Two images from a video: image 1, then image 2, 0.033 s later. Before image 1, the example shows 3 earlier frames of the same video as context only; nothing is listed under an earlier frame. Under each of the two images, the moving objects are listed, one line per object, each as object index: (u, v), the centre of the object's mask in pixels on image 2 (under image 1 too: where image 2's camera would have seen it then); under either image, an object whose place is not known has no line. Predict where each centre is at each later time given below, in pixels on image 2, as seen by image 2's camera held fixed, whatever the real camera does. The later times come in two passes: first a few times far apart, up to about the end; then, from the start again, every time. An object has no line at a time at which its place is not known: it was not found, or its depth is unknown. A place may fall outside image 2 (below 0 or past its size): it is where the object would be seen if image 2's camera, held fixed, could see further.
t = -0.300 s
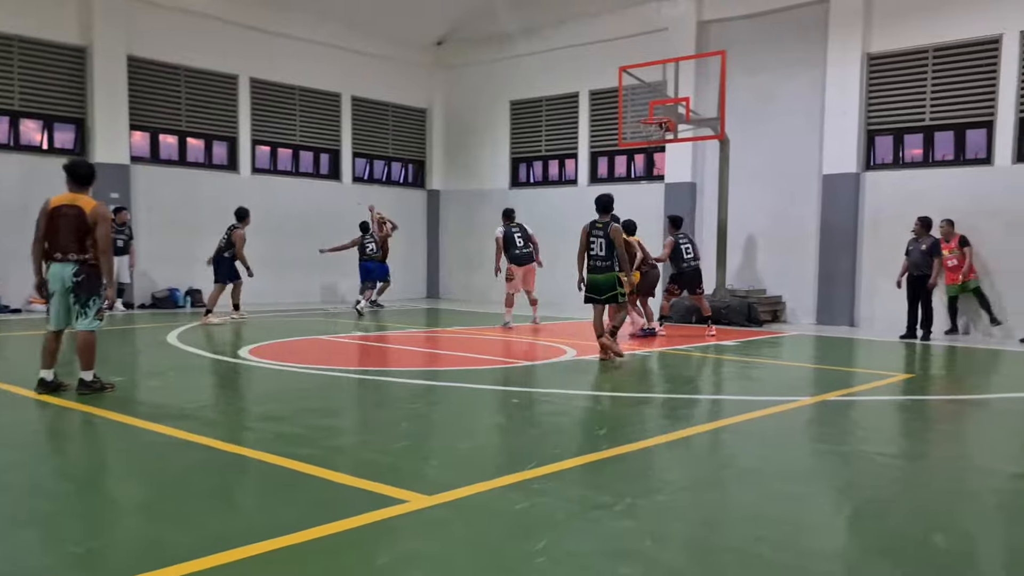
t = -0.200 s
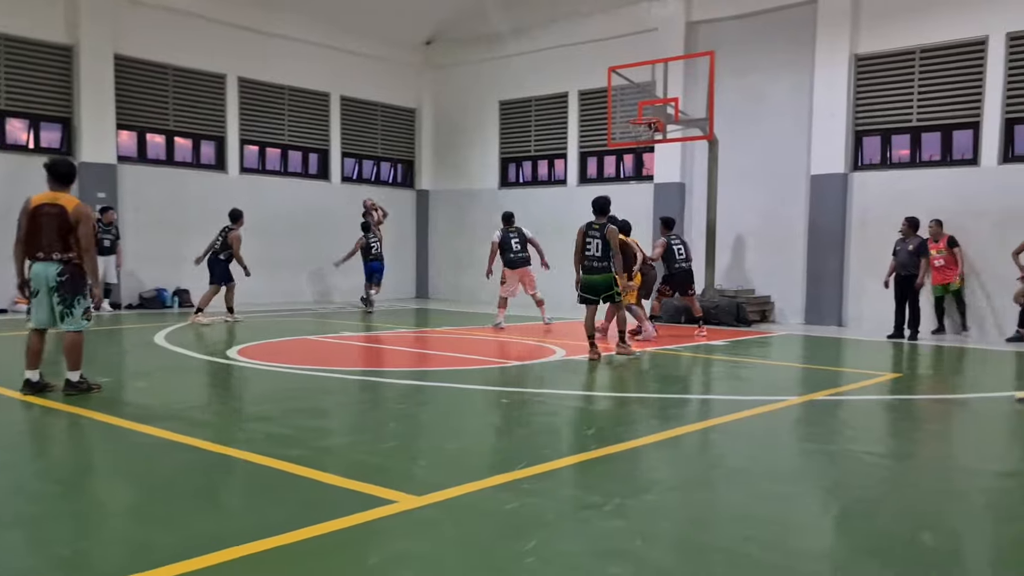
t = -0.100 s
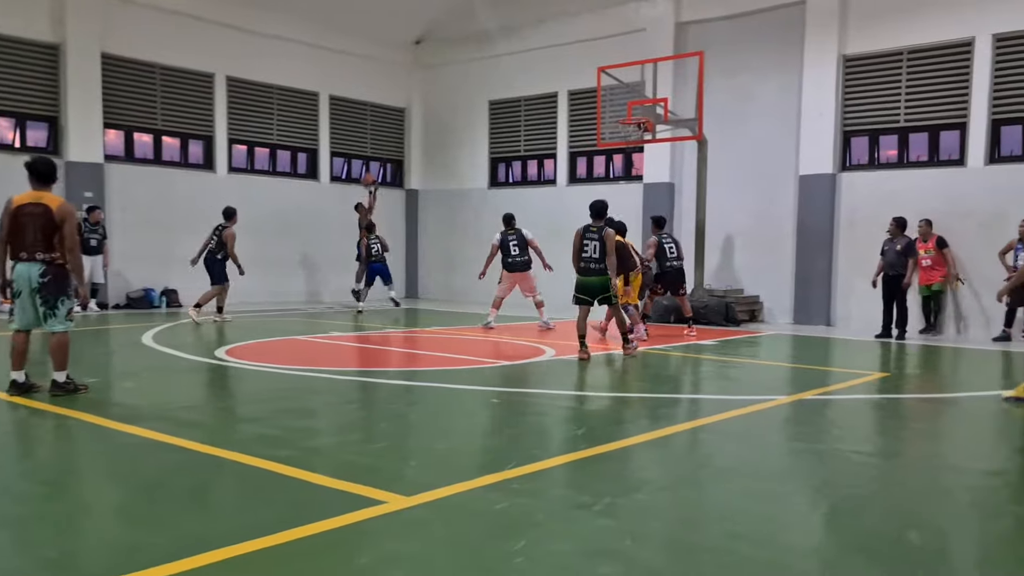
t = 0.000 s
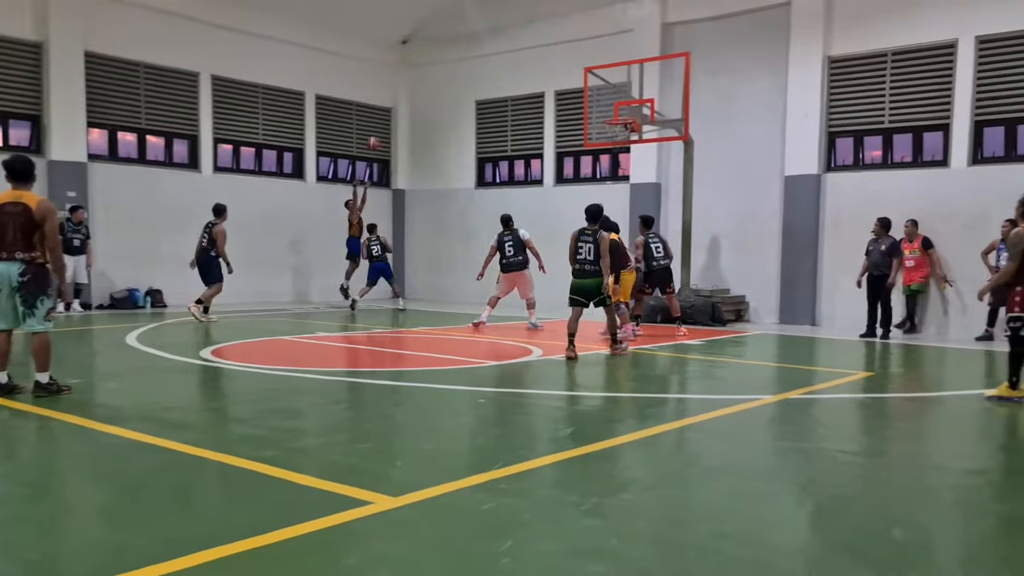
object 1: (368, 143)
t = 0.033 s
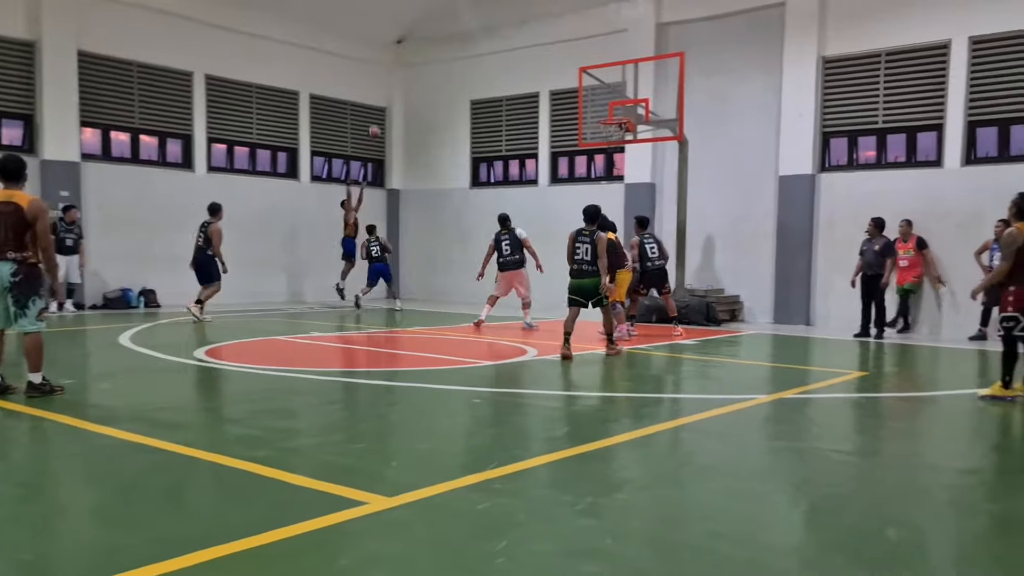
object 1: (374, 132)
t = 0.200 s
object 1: (408, 87)
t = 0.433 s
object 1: (458, 45)
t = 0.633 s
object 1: (503, 34)
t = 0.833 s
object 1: (551, 45)
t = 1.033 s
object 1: (603, 87)
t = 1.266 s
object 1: (661, 93)
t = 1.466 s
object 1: (706, 91)
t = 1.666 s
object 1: (752, 118)
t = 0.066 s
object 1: (380, 122)
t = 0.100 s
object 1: (387, 113)
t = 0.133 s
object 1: (394, 103)
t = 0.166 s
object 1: (401, 95)
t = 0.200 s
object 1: (408, 87)
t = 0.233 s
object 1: (415, 79)
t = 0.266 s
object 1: (422, 72)
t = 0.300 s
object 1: (429, 65)
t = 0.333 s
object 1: (436, 60)
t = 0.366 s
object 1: (443, 54)
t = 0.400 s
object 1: (451, 50)
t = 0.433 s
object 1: (458, 45)
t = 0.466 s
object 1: (465, 42)
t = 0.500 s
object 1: (472, 39)
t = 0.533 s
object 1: (479, 36)
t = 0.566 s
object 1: (488, 35)
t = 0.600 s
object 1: (496, 34)
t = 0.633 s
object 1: (503, 34)
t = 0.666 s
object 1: (510, 34)
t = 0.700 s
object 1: (518, 35)
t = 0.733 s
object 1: (526, 36)
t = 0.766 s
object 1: (535, 39)
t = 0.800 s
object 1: (543, 42)
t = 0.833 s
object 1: (551, 45)
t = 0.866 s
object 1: (560, 50)
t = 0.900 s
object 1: (568, 56)
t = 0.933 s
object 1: (578, 62)
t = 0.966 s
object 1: (587, 69)
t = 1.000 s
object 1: (594, 77)
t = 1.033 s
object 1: (603, 87)
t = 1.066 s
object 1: (613, 93)
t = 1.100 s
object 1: (621, 102)
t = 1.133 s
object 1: (629, 110)
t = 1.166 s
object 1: (638, 105)
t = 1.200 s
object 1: (645, 101)
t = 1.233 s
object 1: (653, 97)
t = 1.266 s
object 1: (661, 93)
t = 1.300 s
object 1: (668, 92)
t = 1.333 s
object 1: (675, 90)
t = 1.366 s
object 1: (683, 89)
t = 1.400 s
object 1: (690, 89)
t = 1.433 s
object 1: (698, 90)
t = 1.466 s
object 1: (706, 91)
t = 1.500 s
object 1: (714, 93)
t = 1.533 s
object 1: (721, 97)
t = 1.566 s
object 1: (729, 101)
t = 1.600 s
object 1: (736, 106)
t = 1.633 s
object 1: (744, 111)
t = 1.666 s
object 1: (752, 118)
